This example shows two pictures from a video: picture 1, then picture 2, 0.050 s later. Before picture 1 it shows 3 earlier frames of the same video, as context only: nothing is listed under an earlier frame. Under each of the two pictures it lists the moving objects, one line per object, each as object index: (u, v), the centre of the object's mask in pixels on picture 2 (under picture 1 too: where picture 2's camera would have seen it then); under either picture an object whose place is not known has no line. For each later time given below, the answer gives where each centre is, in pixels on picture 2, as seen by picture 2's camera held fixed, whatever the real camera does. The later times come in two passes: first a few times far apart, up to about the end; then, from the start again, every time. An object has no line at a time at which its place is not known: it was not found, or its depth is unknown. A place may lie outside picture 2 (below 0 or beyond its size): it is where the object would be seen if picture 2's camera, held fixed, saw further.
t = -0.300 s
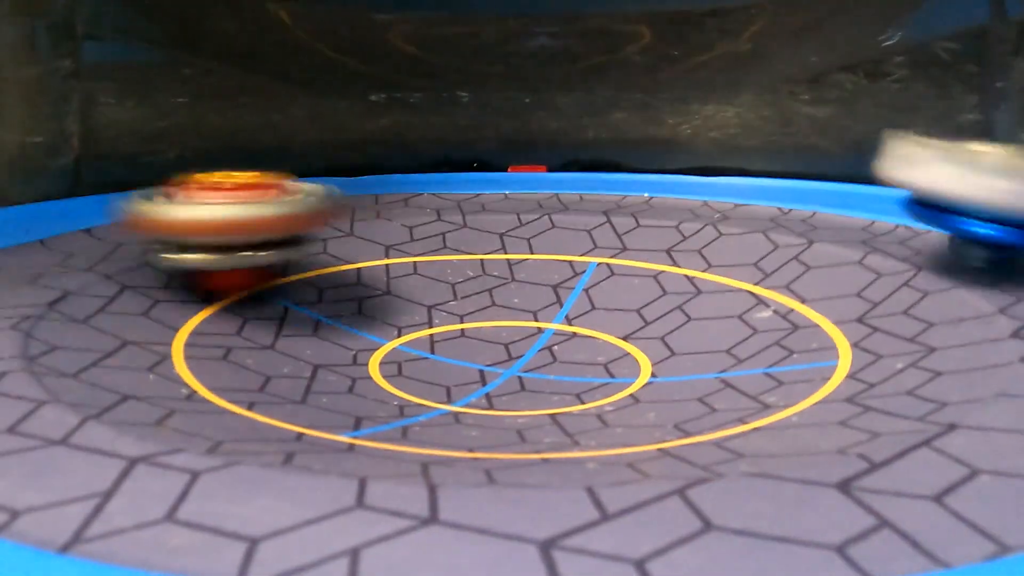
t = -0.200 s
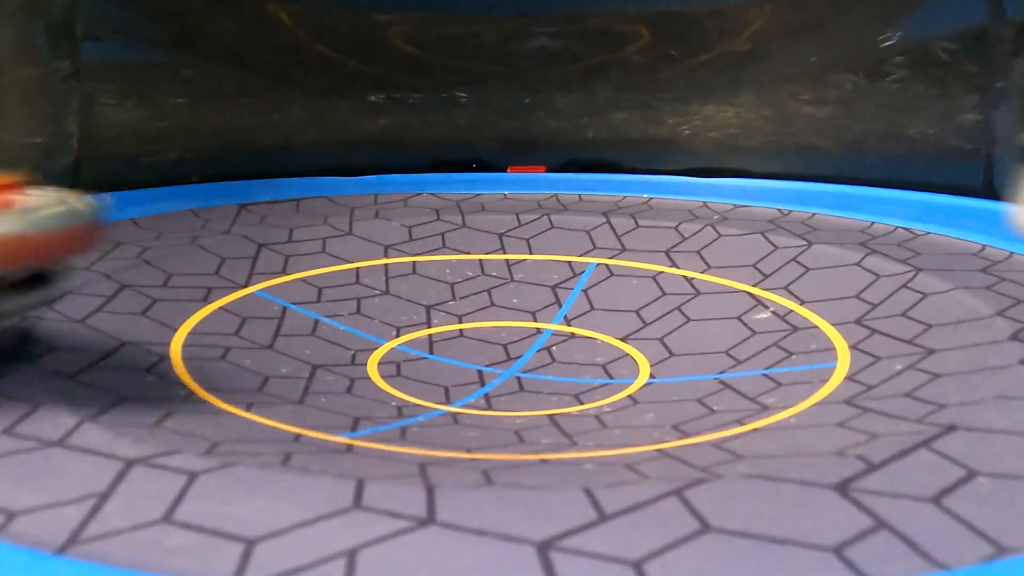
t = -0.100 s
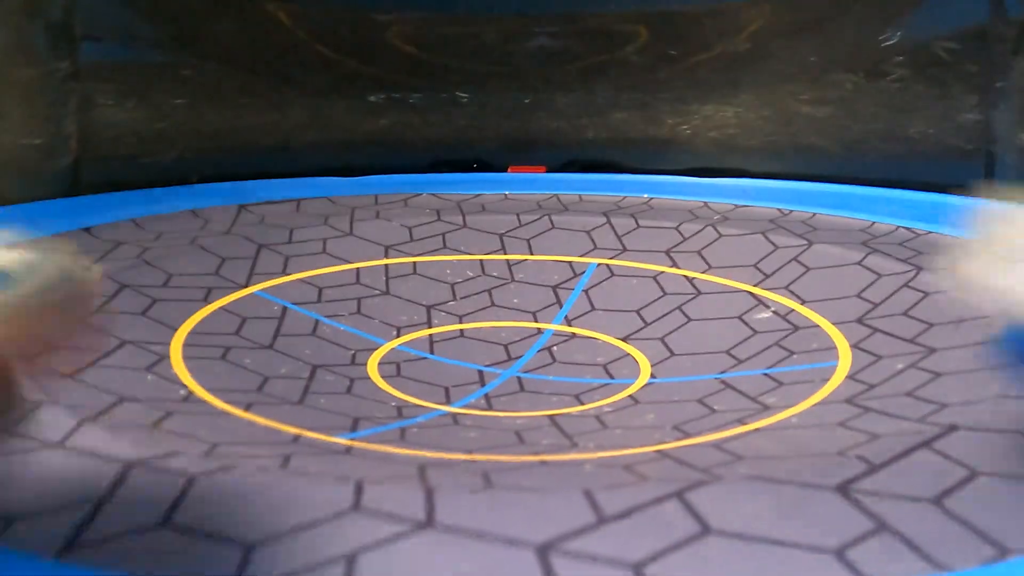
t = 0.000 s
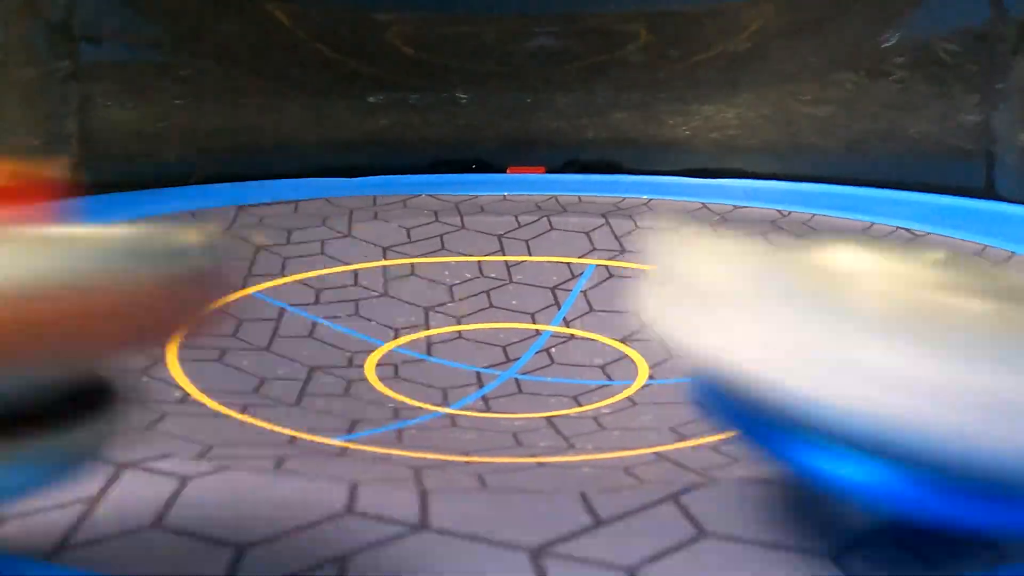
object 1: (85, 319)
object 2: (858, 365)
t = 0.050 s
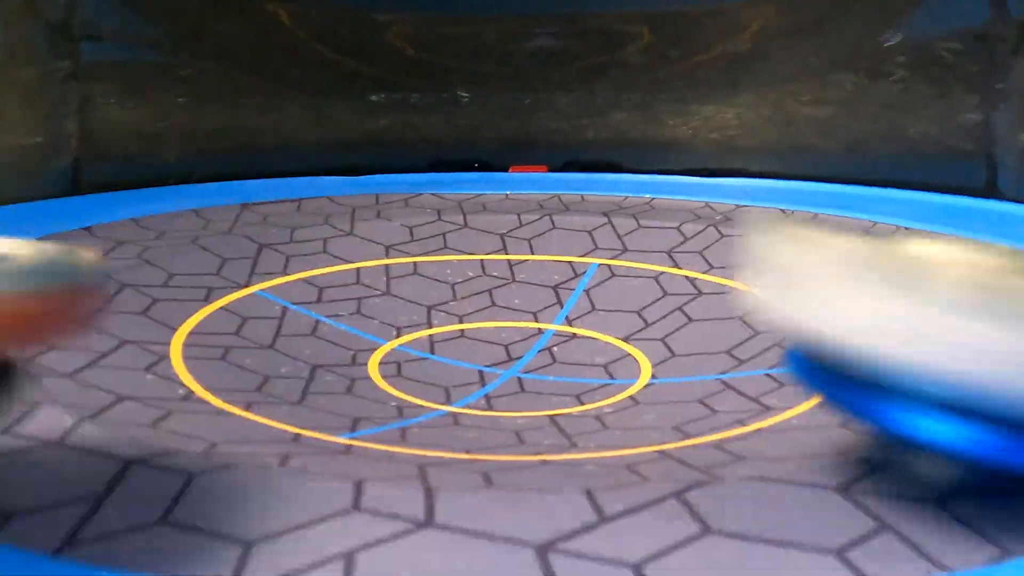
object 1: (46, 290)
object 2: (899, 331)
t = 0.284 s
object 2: (985, 286)
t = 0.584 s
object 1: (101, 171)
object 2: (347, 424)
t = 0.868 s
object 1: (229, 159)
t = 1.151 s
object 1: (410, 152)
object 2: (426, 238)
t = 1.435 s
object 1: (573, 151)
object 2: (973, 201)
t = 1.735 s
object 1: (705, 156)
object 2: (966, 305)
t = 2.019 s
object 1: (802, 162)
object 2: (269, 325)
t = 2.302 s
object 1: (887, 171)
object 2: (351, 164)
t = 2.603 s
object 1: (923, 185)
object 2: (727, 154)
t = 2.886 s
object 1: (795, 251)
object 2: (849, 152)
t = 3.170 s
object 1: (266, 315)
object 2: (646, 154)
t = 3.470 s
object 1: (780, 408)
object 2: (524, 148)
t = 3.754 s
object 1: (113, 375)
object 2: (460, 151)
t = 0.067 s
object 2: (909, 328)
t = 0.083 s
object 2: (921, 322)
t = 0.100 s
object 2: (930, 321)
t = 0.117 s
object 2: (938, 312)
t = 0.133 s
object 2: (943, 302)
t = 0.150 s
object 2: (950, 299)
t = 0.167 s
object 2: (959, 298)
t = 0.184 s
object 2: (967, 296)
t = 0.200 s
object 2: (975, 291)
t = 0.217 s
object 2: (984, 286)
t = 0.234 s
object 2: (989, 280)
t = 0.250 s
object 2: (993, 280)
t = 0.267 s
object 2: (993, 283)
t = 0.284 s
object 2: (985, 286)
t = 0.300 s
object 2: (978, 299)
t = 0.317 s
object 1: (15, 186)
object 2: (967, 311)
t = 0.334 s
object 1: (20, 192)
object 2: (954, 327)
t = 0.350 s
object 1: (24, 203)
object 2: (939, 340)
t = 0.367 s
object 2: (926, 348)
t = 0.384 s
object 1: (39, 203)
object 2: (910, 359)
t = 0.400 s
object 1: (44, 203)
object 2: (899, 368)
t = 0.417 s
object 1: (49, 203)
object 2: (892, 381)
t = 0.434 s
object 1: (54, 202)
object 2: (879, 391)
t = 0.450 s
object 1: (59, 198)
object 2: (864, 400)
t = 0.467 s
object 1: (63, 193)
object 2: (838, 406)
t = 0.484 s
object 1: (67, 188)
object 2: (801, 419)
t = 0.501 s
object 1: (71, 185)
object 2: (755, 423)
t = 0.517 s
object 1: (74, 177)
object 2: (675, 423)
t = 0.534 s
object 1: (78, 172)
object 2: (575, 425)
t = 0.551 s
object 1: (84, 168)
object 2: (501, 423)
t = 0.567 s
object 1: (93, 170)
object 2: (427, 424)
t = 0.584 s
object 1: (101, 171)
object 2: (347, 424)
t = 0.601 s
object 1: (111, 174)
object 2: (276, 420)
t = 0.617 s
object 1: (121, 173)
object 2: (222, 416)
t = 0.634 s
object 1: (130, 172)
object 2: (179, 404)
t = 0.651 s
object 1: (138, 171)
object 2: (143, 390)
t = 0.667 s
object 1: (146, 166)
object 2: (114, 368)
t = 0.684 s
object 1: (152, 164)
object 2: (87, 346)
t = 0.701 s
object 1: (158, 163)
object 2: (68, 324)
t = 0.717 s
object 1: (163, 163)
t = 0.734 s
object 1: (167, 165)
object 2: (37, 284)
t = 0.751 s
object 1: (171, 168)
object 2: (31, 268)
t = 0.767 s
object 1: (176, 167)
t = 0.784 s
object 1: (184, 167)
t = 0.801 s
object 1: (192, 166)
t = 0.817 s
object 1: (202, 165)
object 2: (16, 231)
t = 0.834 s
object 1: (211, 163)
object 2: (17, 225)
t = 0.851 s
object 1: (220, 162)
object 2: (20, 224)
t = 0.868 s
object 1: (229, 159)
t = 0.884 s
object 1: (238, 158)
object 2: (28, 223)
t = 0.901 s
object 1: (248, 159)
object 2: (35, 224)
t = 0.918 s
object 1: (256, 159)
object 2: (44, 225)
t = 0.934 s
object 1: (267, 159)
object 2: (54, 226)
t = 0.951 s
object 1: (279, 159)
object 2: (67, 227)
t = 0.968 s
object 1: (290, 158)
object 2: (80, 227)
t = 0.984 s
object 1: (302, 156)
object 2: (93, 235)
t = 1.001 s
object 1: (312, 155)
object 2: (112, 240)
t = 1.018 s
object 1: (324, 156)
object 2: (137, 243)
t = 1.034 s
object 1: (334, 154)
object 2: (171, 246)
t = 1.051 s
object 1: (346, 154)
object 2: (205, 249)
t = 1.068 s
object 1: (357, 154)
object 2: (242, 248)
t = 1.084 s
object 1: (368, 153)
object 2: (278, 247)
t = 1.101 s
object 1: (377, 153)
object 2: (314, 246)
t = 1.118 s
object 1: (388, 152)
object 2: (351, 244)
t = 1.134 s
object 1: (399, 151)
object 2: (392, 241)
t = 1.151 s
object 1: (410, 152)
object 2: (426, 238)
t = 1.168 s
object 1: (420, 151)
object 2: (462, 234)
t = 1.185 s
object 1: (432, 151)
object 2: (502, 231)
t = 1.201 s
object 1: (443, 150)
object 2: (535, 227)
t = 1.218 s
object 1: (453, 152)
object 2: (571, 221)
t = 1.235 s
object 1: (462, 151)
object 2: (609, 218)
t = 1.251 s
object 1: (473, 152)
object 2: (644, 216)
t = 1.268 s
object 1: (483, 151)
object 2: (684, 211)
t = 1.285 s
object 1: (493, 151)
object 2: (721, 206)
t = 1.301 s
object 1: (503, 151)
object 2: (758, 202)
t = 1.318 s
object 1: (513, 151)
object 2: (793, 199)
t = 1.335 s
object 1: (522, 151)
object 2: (826, 197)
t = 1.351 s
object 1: (531, 151)
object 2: (862, 194)
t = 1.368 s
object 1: (541, 151)
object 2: (899, 192)
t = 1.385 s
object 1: (549, 151)
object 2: (921, 193)
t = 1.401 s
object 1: (558, 151)
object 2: (941, 199)
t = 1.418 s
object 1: (565, 152)
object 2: (957, 201)
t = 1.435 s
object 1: (573, 151)
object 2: (973, 201)
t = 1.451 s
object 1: (580, 152)
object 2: (987, 197)
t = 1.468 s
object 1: (588, 151)
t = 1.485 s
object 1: (596, 152)
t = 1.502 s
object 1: (604, 152)
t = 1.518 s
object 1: (612, 153)
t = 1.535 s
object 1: (619, 152)
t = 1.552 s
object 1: (626, 153)
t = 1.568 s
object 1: (634, 153)
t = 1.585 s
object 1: (640, 153)
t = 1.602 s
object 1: (647, 154)
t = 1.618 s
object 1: (655, 153)
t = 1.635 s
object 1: (662, 154)
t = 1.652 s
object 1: (669, 154)
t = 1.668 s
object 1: (676, 154)
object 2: (1015, 265)
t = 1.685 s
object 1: (684, 155)
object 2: (1001, 268)
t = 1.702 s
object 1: (691, 155)
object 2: (991, 283)
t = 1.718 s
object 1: (699, 155)
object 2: (978, 293)
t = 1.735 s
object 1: (705, 156)
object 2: (966, 305)
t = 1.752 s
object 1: (711, 156)
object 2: (954, 314)
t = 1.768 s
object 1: (717, 156)
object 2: (940, 322)
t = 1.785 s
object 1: (724, 157)
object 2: (927, 327)
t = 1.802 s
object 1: (731, 157)
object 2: (910, 334)
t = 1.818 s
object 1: (737, 157)
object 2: (888, 337)
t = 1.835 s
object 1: (742, 157)
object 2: (869, 341)
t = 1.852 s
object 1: (748, 158)
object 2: (844, 342)
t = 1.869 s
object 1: (753, 159)
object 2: (812, 341)
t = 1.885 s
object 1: (759, 159)
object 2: (766, 338)
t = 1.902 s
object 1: (766, 159)
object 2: (707, 348)
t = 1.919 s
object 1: (772, 160)
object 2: (623, 355)
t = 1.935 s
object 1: (777, 160)
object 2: (572, 356)
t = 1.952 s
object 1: (782, 160)
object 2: (502, 352)
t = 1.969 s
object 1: (787, 160)
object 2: (442, 350)
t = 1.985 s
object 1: (792, 161)
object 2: (380, 345)
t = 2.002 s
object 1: (797, 161)
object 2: (316, 338)
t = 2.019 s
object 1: (802, 162)
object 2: (269, 325)
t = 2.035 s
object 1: (807, 162)
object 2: (224, 316)
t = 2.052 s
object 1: (810, 163)
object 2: (188, 304)
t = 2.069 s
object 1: (814, 163)
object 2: (165, 294)
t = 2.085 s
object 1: (819, 164)
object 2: (151, 281)
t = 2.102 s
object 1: (824, 164)
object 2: (144, 270)
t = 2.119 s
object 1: (829, 164)
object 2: (140, 258)
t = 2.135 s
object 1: (835, 165)
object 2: (142, 243)
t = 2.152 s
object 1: (840, 166)
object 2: (148, 232)
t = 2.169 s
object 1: (845, 166)
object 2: (163, 222)
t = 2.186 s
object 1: (850, 167)
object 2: (180, 211)
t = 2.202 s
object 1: (855, 167)
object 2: (198, 202)
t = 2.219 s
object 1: (860, 167)
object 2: (220, 194)
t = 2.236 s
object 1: (865, 169)
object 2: (243, 187)
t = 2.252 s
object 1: (871, 169)
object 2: (267, 181)
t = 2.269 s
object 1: (877, 170)
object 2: (294, 174)
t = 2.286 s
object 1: (882, 170)
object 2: (323, 168)
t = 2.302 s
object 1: (887, 171)
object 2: (351, 164)
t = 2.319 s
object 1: (892, 171)
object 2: (379, 162)
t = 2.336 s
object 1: (895, 172)
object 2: (404, 160)
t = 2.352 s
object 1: (899, 172)
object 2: (425, 157)
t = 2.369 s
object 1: (903, 173)
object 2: (445, 155)
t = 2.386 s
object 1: (907, 174)
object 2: (463, 153)
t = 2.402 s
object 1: (910, 175)
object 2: (479, 151)
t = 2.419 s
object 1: (912, 175)
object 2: (496, 150)
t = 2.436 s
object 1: (915, 176)
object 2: (512, 147)
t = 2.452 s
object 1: (917, 177)
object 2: (531, 143)
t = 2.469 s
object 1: (918, 177)
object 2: (552, 144)
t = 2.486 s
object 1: (919, 178)
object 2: (571, 147)
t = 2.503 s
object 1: (921, 179)
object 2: (594, 150)
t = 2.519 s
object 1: (921, 180)
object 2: (617, 151)
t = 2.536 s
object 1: (922, 181)
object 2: (639, 153)
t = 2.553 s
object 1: (923, 182)
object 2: (661, 153)
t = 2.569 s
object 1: (923, 183)
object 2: (683, 154)
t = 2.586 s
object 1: (923, 184)
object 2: (703, 153)
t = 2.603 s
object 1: (923, 185)
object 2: (727, 154)
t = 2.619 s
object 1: (922, 186)
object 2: (750, 155)
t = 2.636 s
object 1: (923, 187)
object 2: (769, 156)
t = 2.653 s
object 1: (922, 189)
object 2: (787, 155)
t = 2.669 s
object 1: (921, 190)
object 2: (803, 156)
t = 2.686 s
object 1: (927, 197)
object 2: (835, 144)
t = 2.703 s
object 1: (931, 201)
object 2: (856, 138)
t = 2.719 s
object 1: (934, 208)
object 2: (876, 139)
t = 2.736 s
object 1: (935, 217)
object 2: (894, 140)
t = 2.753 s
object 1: (932, 225)
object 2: (910, 140)
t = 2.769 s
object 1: (925, 230)
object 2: (918, 140)
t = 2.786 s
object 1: (918, 237)
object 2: (912, 143)
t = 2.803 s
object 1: (907, 240)
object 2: (903, 145)
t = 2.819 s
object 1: (894, 243)
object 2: (892, 146)
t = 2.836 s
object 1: (874, 246)
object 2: (883, 148)
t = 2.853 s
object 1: (851, 248)
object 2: (870, 149)
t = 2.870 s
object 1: (825, 250)
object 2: (860, 150)
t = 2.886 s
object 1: (795, 251)
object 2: (849, 152)
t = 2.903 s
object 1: (764, 252)
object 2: (841, 158)
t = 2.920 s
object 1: (728, 256)
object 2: (830, 161)
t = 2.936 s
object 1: (690, 259)
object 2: (820, 164)
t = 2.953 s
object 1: (648, 264)
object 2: (807, 165)
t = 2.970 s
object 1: (606, 269)
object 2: (796, 165)
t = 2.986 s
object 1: (563, 274)
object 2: (781, 165)
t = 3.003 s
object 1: (522, 279)
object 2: (770, 165)
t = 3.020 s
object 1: (484, 285)
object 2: (756, 164)
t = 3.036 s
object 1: (444, 288)
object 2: (745, 164)
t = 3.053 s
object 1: (410, 292)
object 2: (730, 163)
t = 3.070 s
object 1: (378, 295)
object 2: (718, 162)
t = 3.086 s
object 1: (348, 296)
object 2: (704, 159)
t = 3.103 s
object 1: (324, 300)
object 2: (692, 159)
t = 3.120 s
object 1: (303, 304)
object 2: (681, 157)
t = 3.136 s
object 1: (285, 308)
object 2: (669, 157)
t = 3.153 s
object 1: (272, 311)
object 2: (657, 155)
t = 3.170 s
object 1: (266, 315)
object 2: (646, 154)
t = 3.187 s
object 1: (266, 321)
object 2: (636, 153)
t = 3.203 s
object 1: (276, 325)
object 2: (625, 152)
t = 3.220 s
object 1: (294, 330)
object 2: (617, 149)
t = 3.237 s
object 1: (333, 328)
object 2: (611, 147)
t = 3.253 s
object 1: (388, 339)
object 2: (605, 148)
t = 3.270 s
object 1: (448, 366)
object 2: (601, 150)
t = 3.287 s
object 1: (495, 382)
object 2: (599, 151)
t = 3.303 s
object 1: (538, 401)
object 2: (595, 151)
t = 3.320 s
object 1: (580, 396)
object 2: (591, 152)
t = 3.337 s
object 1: (646, 374)
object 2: (585, 152)
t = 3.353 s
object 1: (709, 373)
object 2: (579, 152)
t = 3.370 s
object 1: (757, 392)
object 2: (571, 152)
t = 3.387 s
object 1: (783, 394)
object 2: (561, 151)
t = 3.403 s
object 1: (801, 396)
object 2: (552, 151)
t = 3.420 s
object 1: (807, 401)
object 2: (542, 149)
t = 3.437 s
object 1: (805, 402)
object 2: (535, 149)
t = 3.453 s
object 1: (797, 405)
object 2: (529, 148)
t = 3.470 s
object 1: (780, 408)
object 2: (524, 148)
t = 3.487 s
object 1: (757, 410)
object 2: (523, 149)
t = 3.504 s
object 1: (731, 411)
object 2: (523, 150)
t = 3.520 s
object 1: (700, 412)
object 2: (522, 150)
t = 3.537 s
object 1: (657, 410)
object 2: (519, 151)
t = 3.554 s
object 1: (612, 410)
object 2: (515, 151)
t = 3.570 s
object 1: (535, 407)
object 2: (509, 151)
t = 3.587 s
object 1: (468, 406)
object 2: (501, 151)
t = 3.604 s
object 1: (400, 404)
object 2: (492, 151)
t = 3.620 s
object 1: (349, 403)
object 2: (481, 150)
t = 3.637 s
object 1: (306, 400)
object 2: (472, 149)
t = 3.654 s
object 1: (269, 390)
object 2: (467, 148)
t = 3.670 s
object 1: (237, 390)
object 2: (463, 149)
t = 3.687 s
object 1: (213, 392)
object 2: (461, 149)
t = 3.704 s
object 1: (186, 391)
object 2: (462, 150)
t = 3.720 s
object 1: (161, 385)
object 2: (463, 151)
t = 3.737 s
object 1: (136, 383)
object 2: (463, 151)
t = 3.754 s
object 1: (113, 375)
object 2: (460, 151)
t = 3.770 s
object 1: (97, 366)
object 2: (455, 151)
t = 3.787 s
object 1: (75, 360)
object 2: (448, 151)
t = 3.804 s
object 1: (69, 350)
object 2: (440, 151)
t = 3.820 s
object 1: (62, 344)
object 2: (430, 151)
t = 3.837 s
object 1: (56, 330)
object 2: (420, 151)
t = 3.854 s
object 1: (52, 323)
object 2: (410, 150)
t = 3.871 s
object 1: (44, 310)
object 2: (403, 150)
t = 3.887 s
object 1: (41, 300)
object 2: (400, 151)
